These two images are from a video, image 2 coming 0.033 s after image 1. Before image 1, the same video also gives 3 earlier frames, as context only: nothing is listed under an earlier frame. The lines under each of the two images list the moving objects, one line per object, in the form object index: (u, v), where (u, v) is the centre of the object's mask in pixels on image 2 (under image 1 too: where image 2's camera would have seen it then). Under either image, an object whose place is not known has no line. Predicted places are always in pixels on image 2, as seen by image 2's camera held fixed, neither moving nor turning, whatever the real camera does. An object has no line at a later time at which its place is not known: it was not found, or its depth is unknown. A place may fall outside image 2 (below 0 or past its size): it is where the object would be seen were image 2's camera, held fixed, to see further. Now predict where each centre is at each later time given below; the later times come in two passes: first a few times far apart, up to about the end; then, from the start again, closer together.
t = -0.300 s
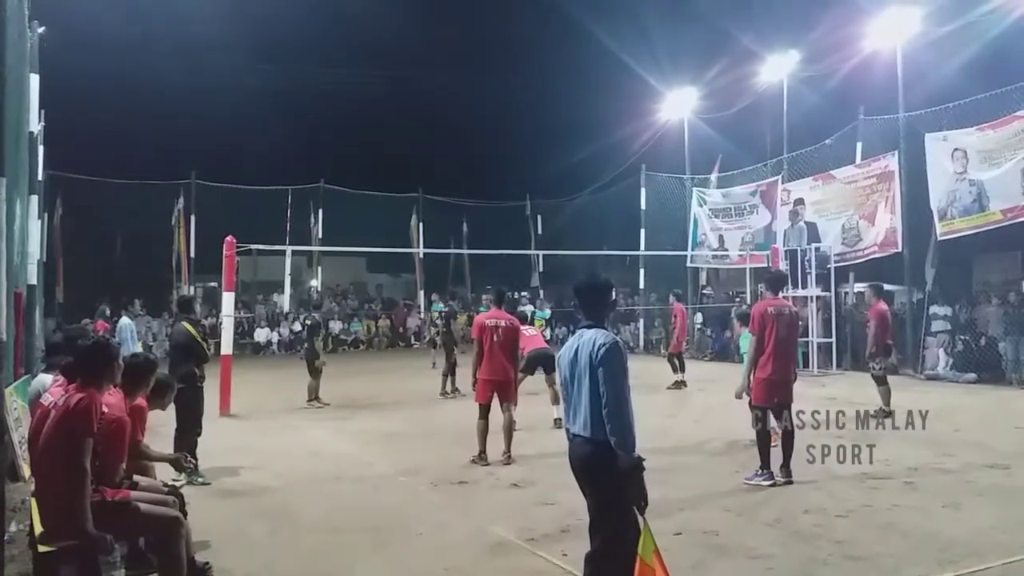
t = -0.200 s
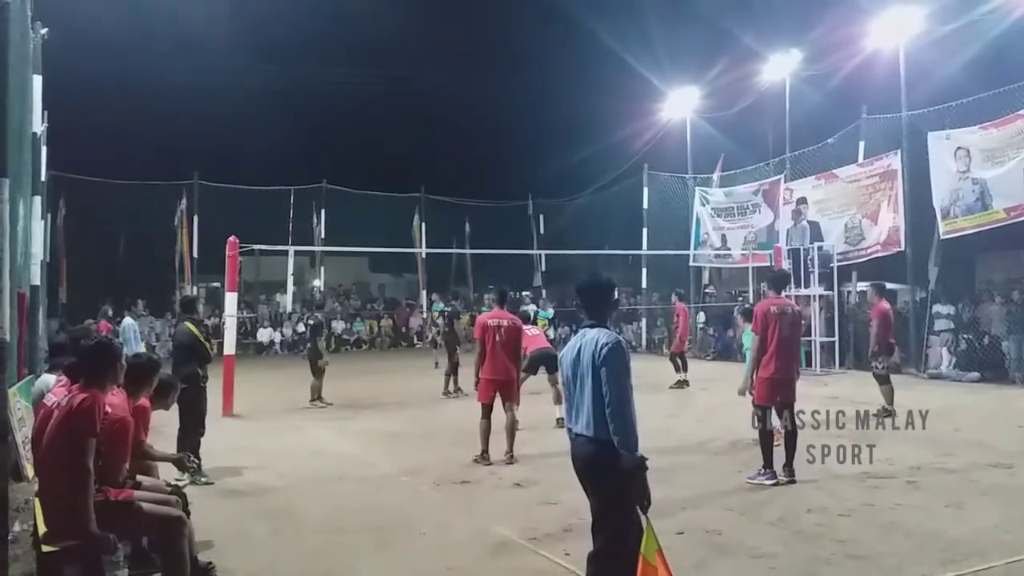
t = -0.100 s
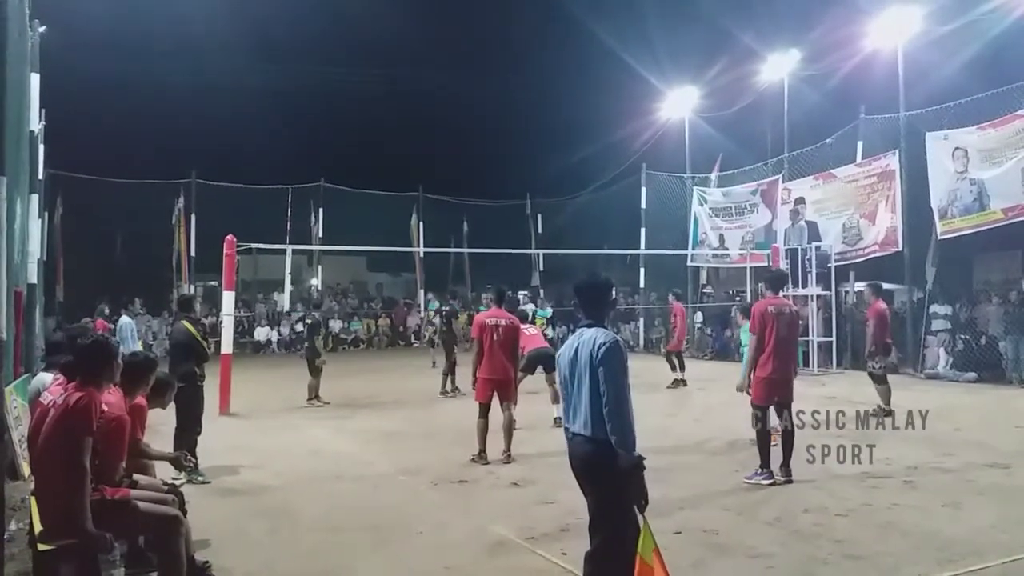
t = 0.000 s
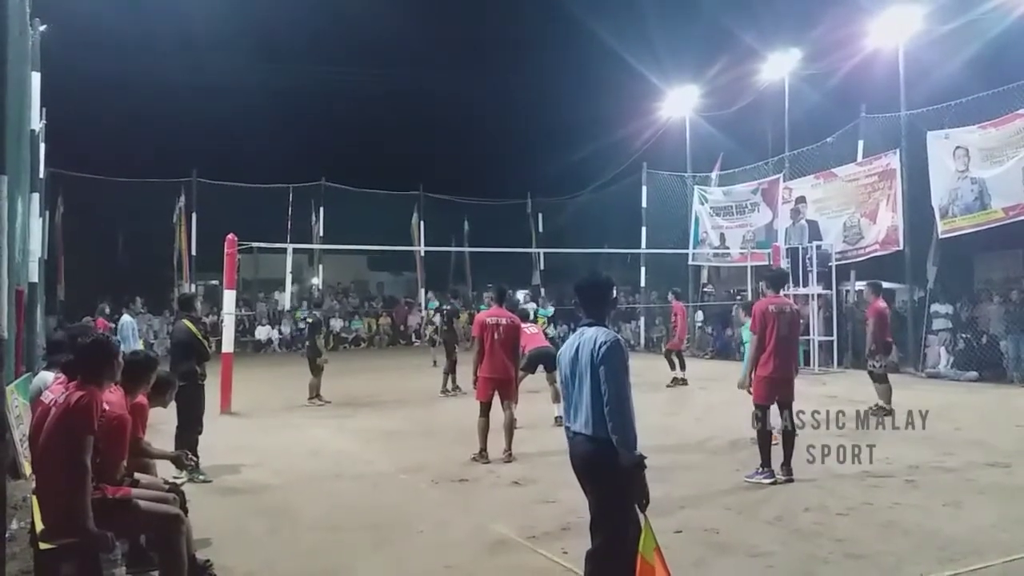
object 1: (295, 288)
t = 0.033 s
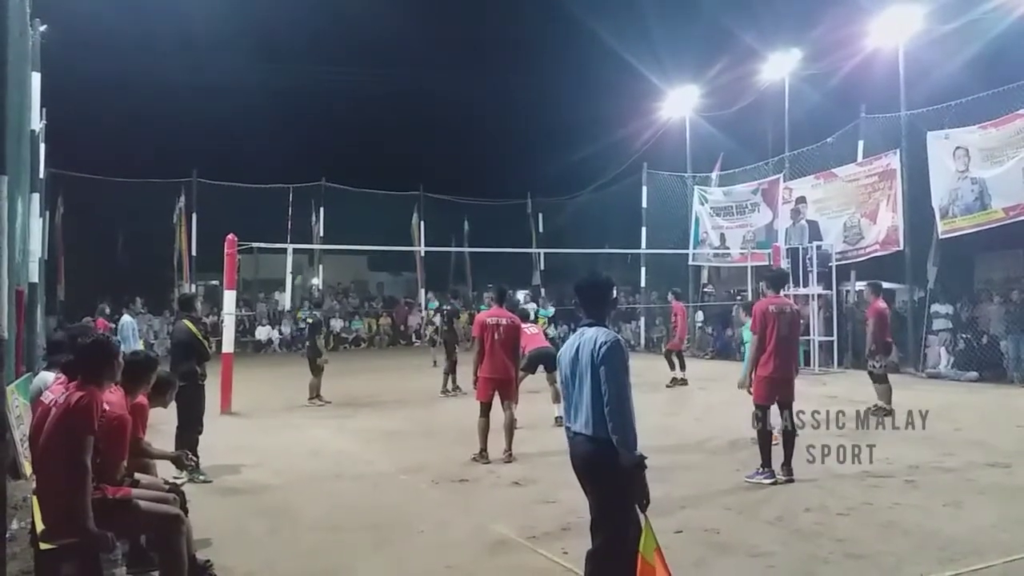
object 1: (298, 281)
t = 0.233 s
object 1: (327, 233)
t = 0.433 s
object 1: (359, 193)
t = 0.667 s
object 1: (405, 159)
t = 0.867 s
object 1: (454, 146)
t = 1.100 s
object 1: (533, 154)
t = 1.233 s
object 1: (593, 174)
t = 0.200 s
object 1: (322, 240)
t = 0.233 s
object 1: (327, 233)
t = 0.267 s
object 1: (331, 225)
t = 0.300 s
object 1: (337, 218)
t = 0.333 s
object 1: (342, 211)
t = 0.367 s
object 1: (348, 205)
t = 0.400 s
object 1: (353, 198)
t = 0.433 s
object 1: (359, 193)
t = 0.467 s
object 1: (365, 187)
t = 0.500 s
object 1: (372, 182)
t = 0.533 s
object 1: (378, 177)
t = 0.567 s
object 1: (384, 172)
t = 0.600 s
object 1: (391, 167)
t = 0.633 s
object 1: (398, 163)
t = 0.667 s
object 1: (405, 159)
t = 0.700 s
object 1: (412, 156)
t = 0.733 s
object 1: (420, 153)
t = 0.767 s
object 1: (428, 150)
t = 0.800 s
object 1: (436, 148)
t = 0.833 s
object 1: (445, 147)
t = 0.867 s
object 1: (454, 146)
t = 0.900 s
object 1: (463, 145)
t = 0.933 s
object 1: (474, 145)
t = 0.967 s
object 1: (485, 145)
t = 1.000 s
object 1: (496, 146)
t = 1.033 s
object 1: (508, 148)
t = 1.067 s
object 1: (519, 151)
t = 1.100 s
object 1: (533, 154)
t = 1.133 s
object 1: (547, 157)
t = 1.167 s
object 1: (561, 162)
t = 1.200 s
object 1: (576, 167)
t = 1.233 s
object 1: (593, 174)
